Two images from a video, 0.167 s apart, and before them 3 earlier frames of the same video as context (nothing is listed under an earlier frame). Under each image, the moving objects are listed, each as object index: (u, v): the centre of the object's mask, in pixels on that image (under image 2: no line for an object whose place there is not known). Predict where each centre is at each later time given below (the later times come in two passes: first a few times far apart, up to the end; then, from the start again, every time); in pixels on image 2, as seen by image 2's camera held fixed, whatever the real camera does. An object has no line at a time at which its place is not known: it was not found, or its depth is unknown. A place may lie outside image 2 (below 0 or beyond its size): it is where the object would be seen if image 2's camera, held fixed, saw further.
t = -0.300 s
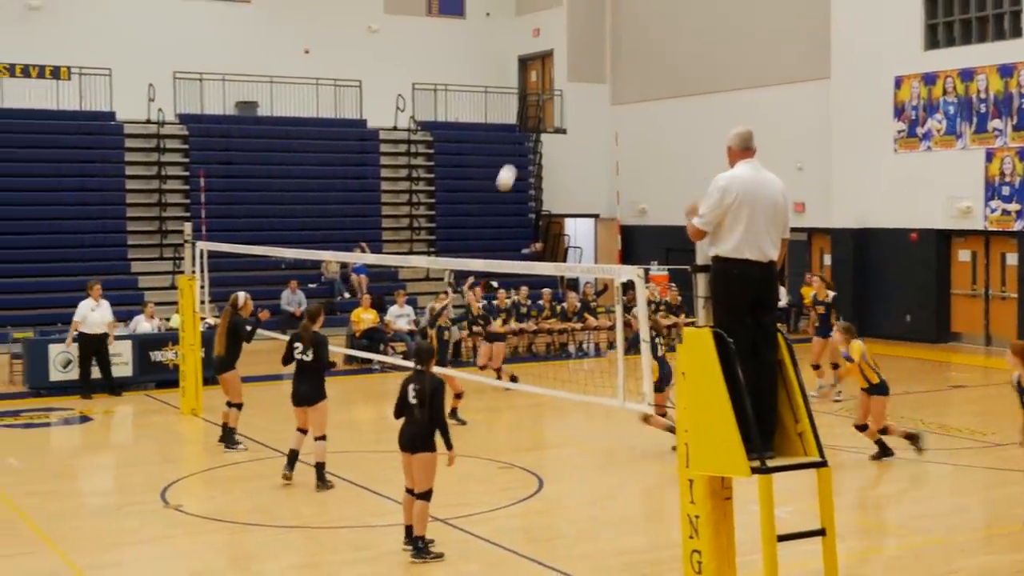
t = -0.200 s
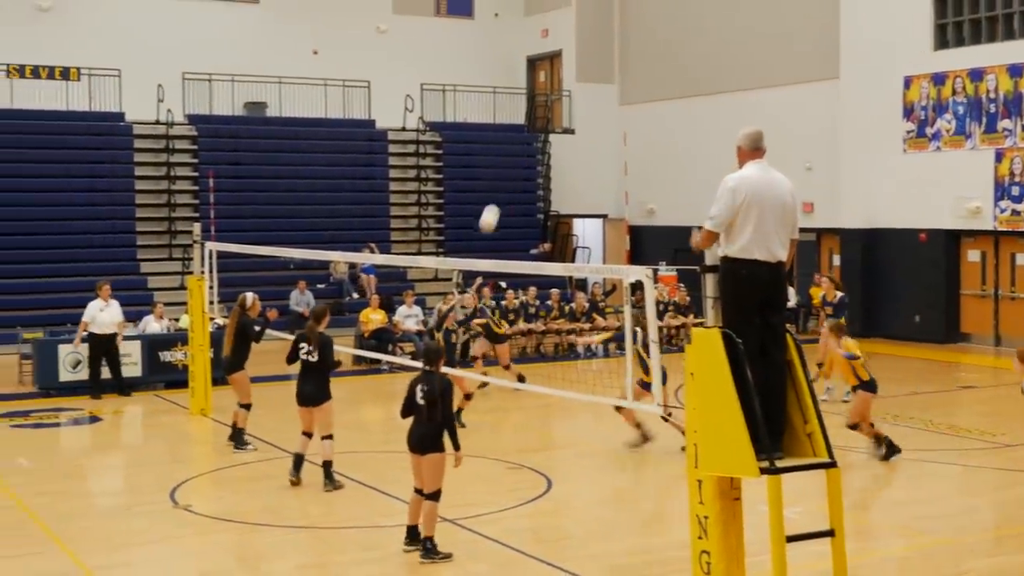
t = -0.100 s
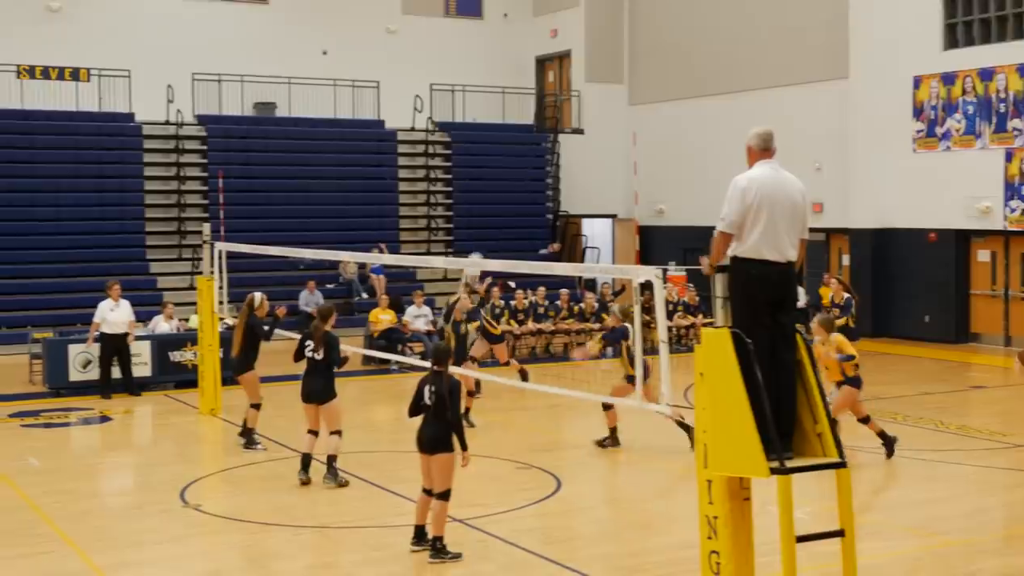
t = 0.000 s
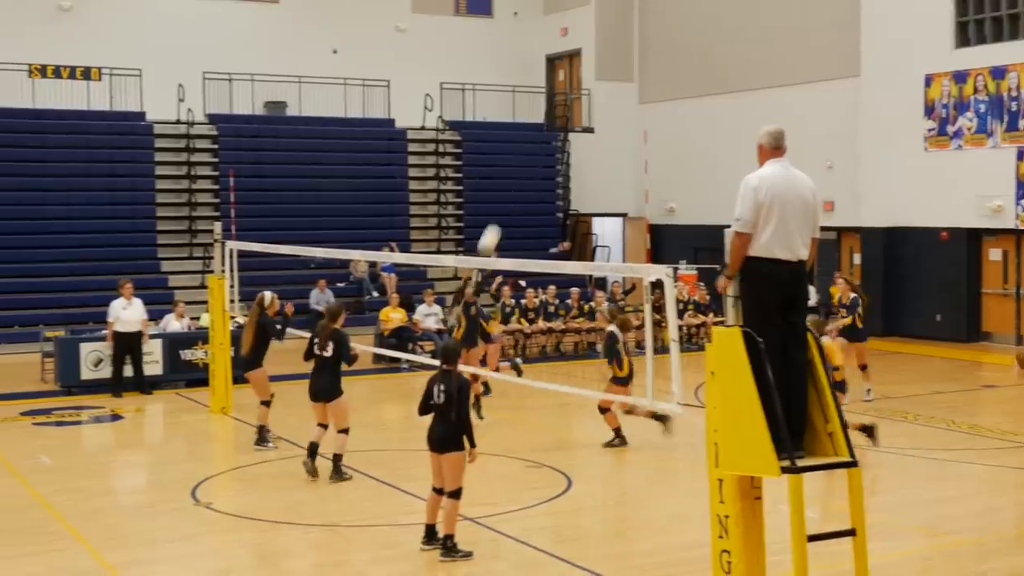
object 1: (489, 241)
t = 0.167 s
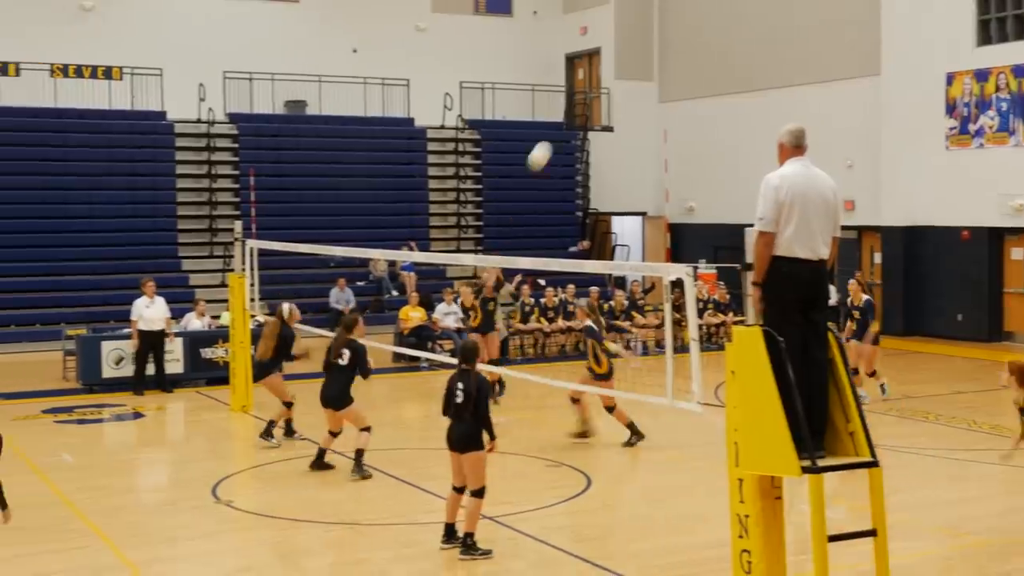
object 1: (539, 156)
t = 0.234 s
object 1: (553, 128)
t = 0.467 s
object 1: (601, 54)
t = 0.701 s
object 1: (656, 29)
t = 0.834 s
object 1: (689, 40)
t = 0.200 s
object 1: (546, 142)
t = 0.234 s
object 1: (553, 128)
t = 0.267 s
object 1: (561, 115)
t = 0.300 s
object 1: (568, 102)
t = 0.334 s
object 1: (575, 91)
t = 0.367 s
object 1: (581, 81)
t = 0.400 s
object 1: (588, 70)
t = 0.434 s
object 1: (594, 63)
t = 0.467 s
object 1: (601, 54)
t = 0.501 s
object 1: (610, 46)
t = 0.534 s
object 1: (619, 40)
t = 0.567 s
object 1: (625, 37)
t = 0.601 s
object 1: (632, 33)
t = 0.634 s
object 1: (639, 30)
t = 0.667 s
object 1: (648, 29)
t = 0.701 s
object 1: (656, 29)
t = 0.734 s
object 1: (665, 29)
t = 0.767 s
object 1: (673, 32)
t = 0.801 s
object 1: (682, 36)
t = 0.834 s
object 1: (689, 40)
